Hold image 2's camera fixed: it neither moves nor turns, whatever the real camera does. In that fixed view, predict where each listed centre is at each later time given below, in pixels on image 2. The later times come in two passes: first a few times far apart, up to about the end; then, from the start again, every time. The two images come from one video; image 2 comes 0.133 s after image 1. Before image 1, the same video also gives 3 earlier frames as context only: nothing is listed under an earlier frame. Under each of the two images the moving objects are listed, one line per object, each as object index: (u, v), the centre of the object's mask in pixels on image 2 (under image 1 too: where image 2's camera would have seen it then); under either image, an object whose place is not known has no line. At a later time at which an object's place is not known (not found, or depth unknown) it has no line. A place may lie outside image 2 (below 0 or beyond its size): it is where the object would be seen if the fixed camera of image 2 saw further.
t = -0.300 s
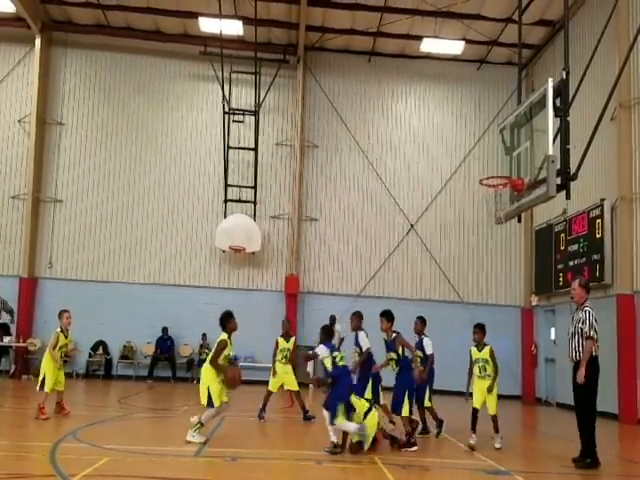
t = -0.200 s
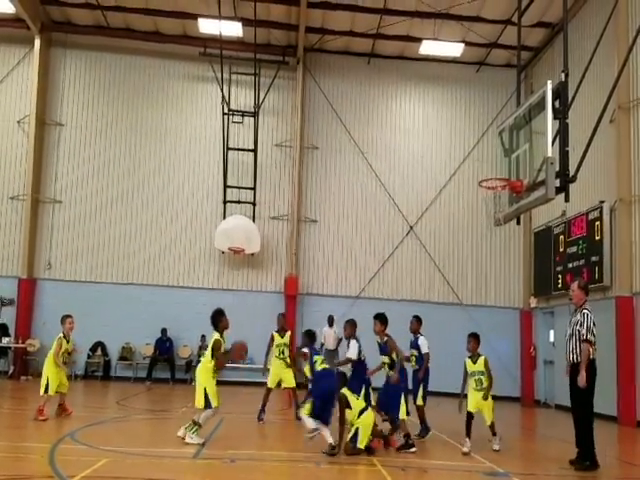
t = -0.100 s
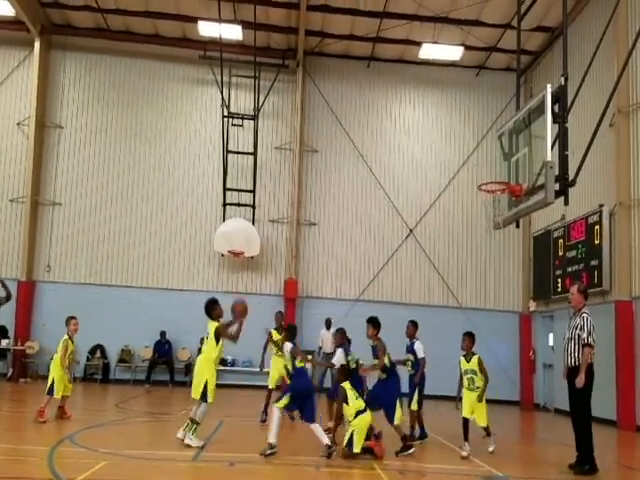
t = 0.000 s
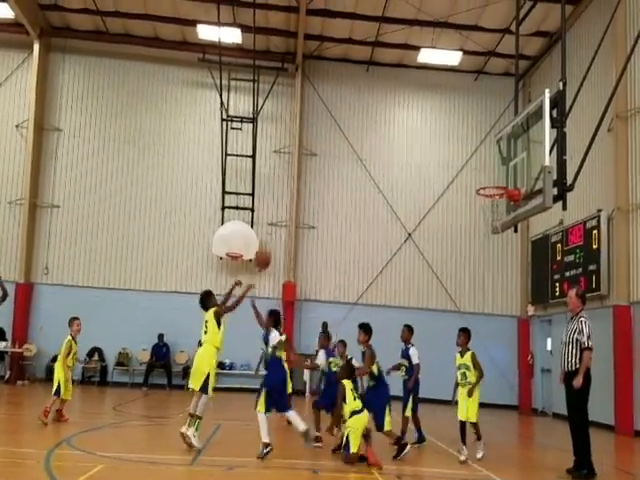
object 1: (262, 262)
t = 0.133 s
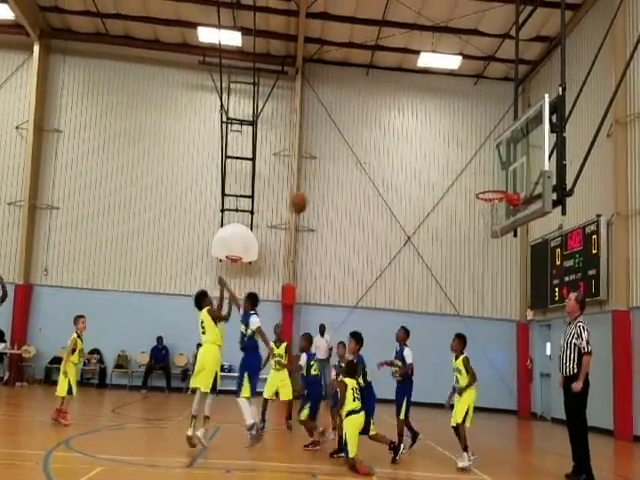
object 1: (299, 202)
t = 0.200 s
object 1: (316, 181)
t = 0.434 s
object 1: (373, 134)
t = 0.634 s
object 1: (417, 131)
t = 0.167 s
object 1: (308, 191)
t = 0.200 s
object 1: (316, 181)
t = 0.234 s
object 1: (325, 171)
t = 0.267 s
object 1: (333, 162)
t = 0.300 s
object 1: (341, 154)
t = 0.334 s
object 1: (349, 148)
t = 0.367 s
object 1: (357, 143)
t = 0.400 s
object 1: (365, 138)
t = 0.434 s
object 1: (373, 134)
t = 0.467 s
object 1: (380, 131)
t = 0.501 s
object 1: (387, 129)
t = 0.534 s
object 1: (395, 128)
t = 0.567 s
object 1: (402, 128)
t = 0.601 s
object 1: (410, 129)
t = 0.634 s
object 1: (417, 131)
